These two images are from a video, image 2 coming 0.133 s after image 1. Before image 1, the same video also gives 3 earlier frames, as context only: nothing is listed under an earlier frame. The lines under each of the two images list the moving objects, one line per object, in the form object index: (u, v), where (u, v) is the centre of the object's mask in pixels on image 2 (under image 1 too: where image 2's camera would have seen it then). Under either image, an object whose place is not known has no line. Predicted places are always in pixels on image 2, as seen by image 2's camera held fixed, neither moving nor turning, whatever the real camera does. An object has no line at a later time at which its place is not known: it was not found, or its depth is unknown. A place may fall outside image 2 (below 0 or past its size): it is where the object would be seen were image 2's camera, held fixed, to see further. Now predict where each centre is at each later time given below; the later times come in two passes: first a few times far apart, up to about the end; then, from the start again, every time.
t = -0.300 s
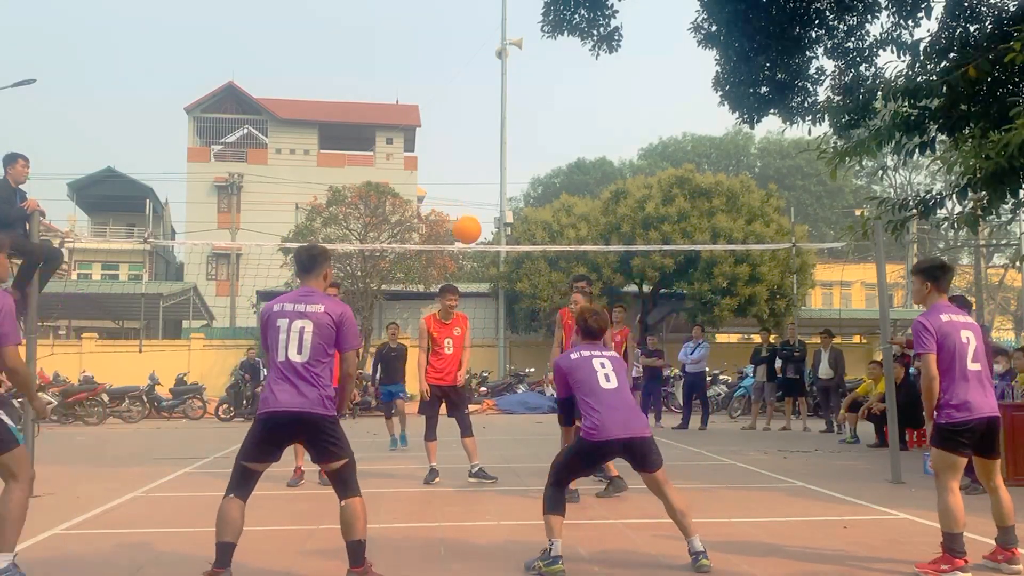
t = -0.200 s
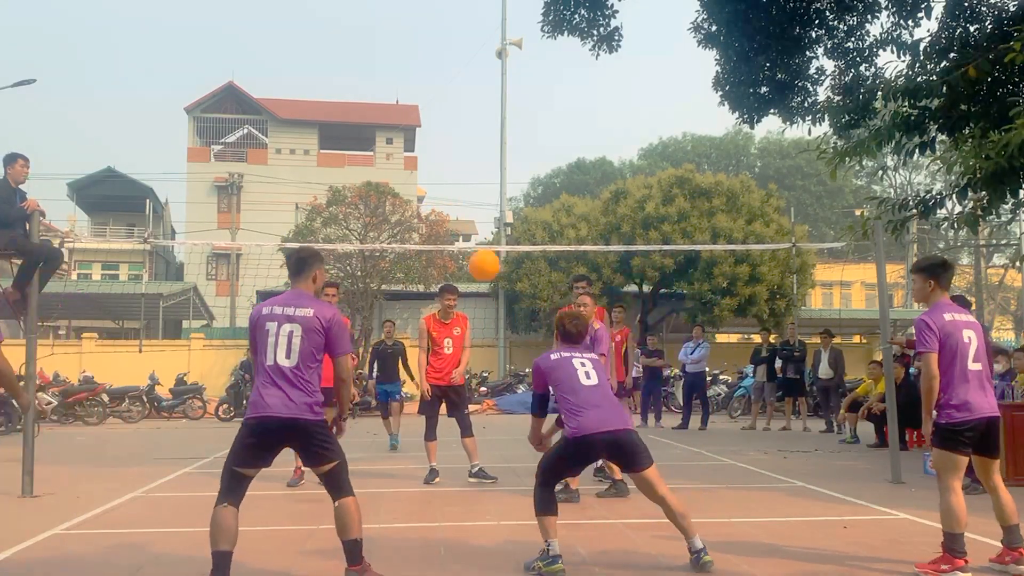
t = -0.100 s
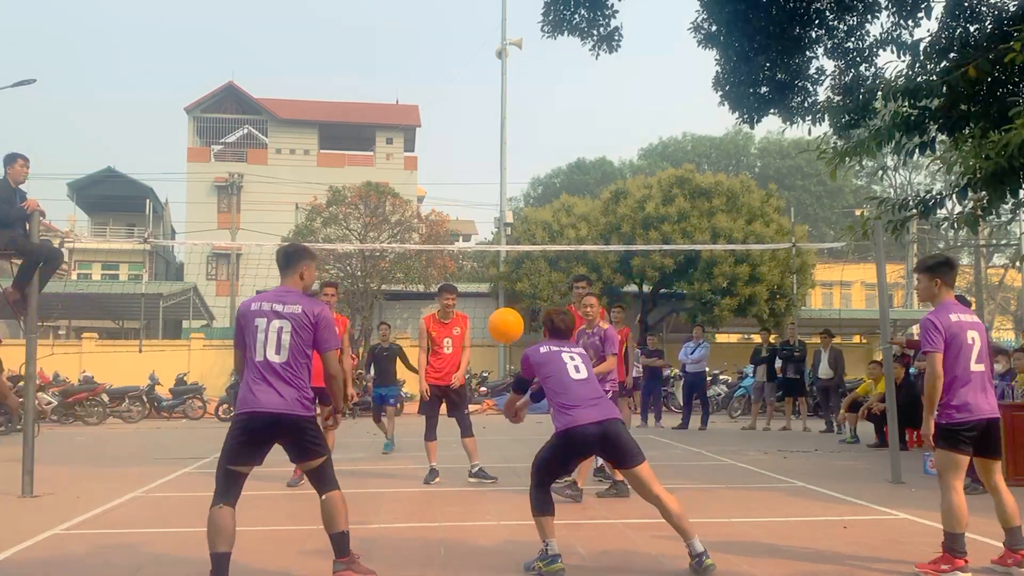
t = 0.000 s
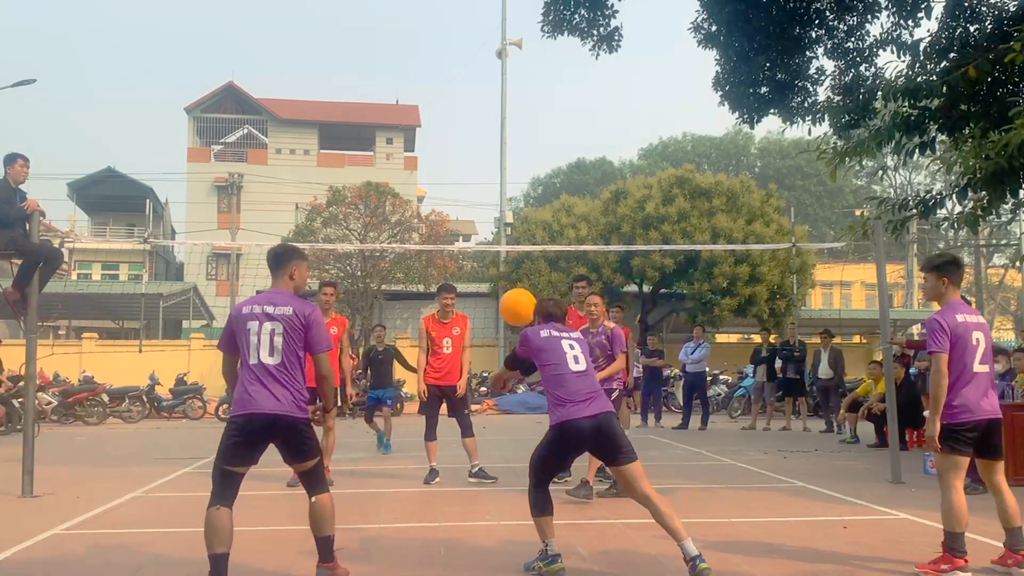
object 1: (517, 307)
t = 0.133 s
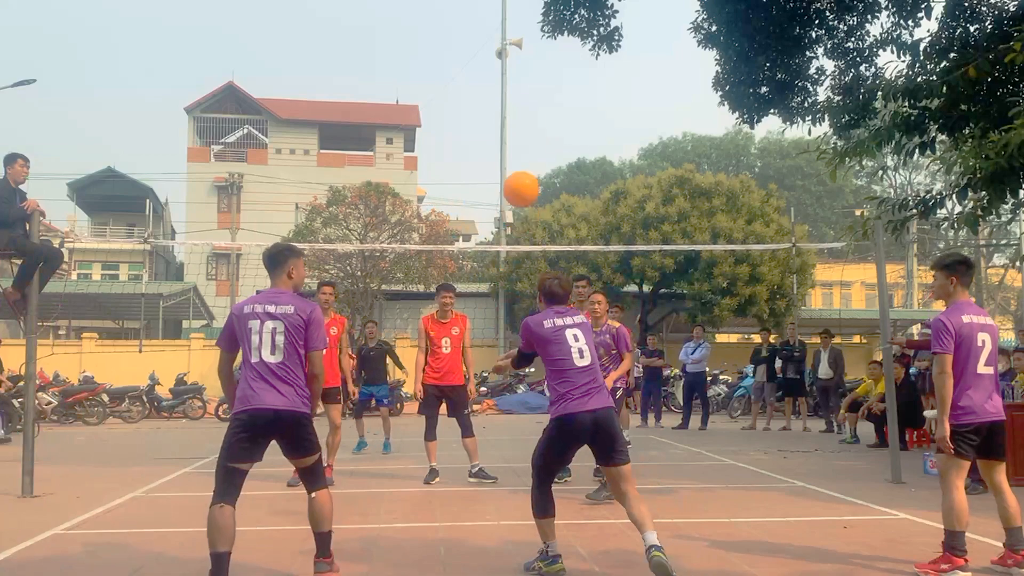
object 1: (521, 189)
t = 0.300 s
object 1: (524, 94)
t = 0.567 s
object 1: (529, 38)
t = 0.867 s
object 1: (535, 89)
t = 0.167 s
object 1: (522, 166)
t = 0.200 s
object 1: (522, 145)
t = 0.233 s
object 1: (523, 126)
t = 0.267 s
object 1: (523, 109)
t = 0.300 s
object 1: (524, 94)
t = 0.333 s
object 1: (525, 81)
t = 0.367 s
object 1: (525, 69)
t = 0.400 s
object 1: (526, 60)
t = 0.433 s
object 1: (527, 52)
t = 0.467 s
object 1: (527, 46)
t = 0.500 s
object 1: (528, 42)
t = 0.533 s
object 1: (529, 39)
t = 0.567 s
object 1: (529, 38)
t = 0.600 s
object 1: (530, 38)
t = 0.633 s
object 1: (530, 39)
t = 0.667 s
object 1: (531, 42)
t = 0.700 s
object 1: (532, 46)
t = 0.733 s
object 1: (533, 52)
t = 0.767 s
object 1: (533, 60)
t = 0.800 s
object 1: (534, 68)
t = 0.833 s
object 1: (534, 78)
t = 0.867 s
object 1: (535, 89)
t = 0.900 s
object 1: (536, 101)
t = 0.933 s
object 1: (536, 114)
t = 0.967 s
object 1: (537, 128)
